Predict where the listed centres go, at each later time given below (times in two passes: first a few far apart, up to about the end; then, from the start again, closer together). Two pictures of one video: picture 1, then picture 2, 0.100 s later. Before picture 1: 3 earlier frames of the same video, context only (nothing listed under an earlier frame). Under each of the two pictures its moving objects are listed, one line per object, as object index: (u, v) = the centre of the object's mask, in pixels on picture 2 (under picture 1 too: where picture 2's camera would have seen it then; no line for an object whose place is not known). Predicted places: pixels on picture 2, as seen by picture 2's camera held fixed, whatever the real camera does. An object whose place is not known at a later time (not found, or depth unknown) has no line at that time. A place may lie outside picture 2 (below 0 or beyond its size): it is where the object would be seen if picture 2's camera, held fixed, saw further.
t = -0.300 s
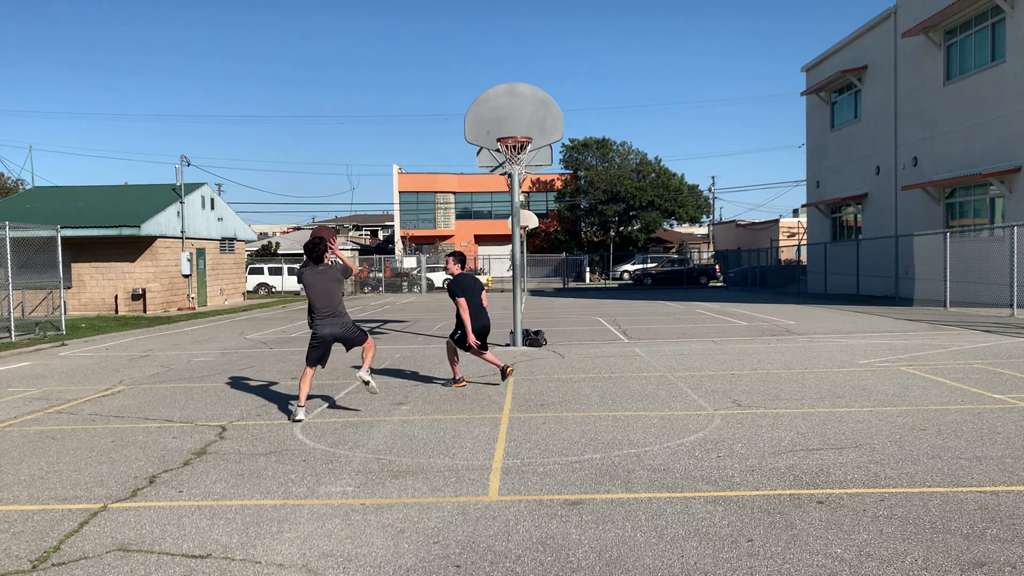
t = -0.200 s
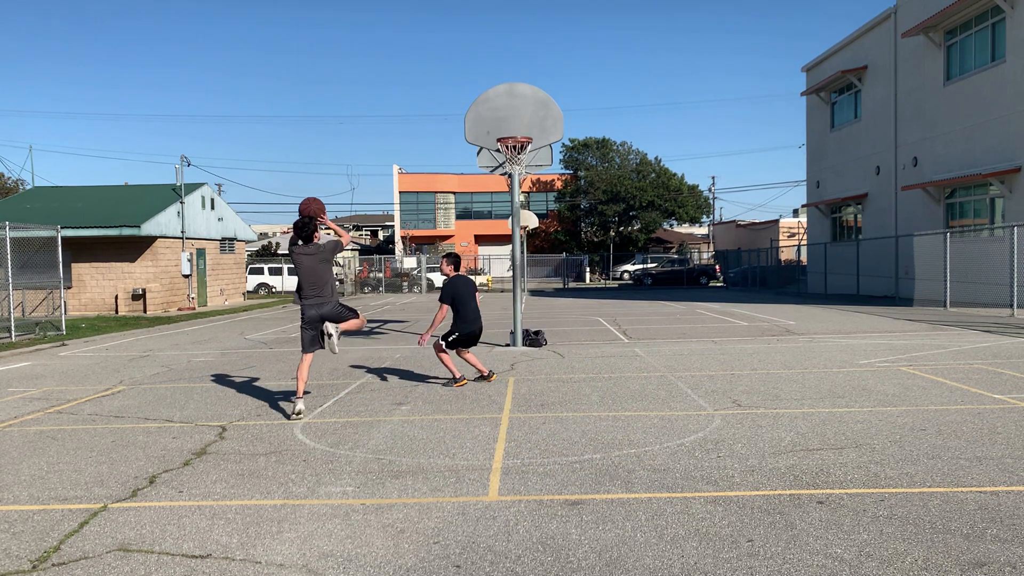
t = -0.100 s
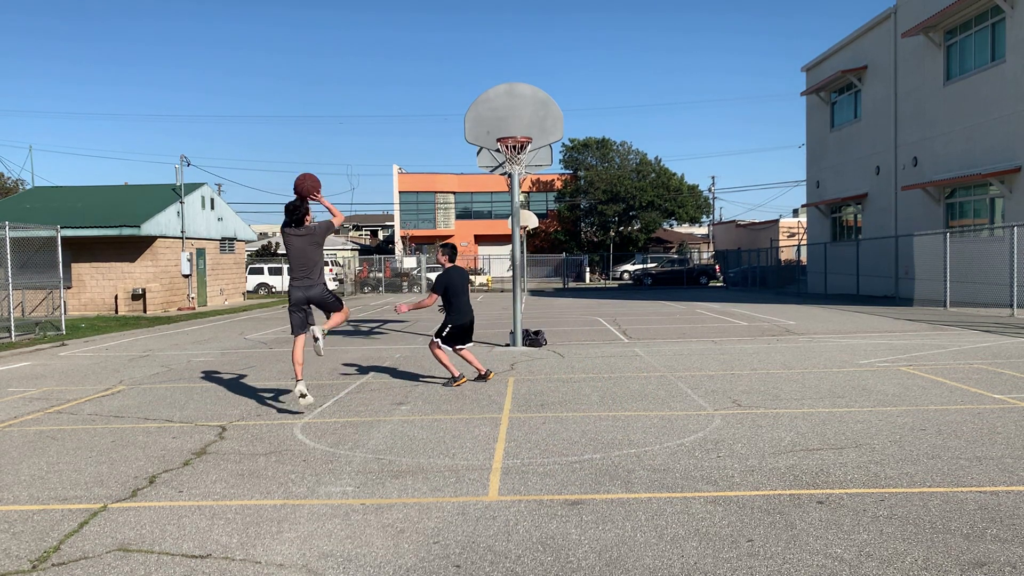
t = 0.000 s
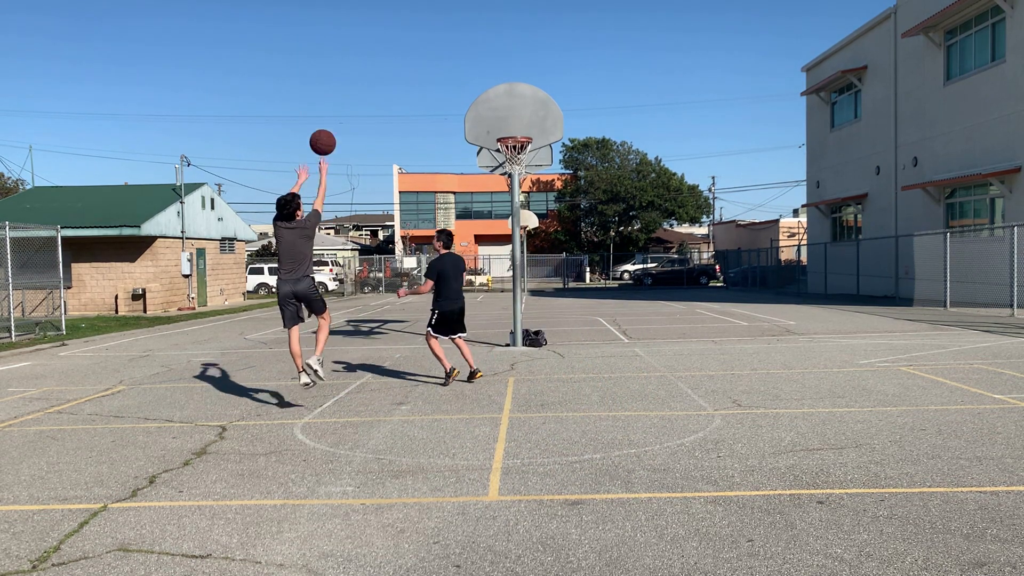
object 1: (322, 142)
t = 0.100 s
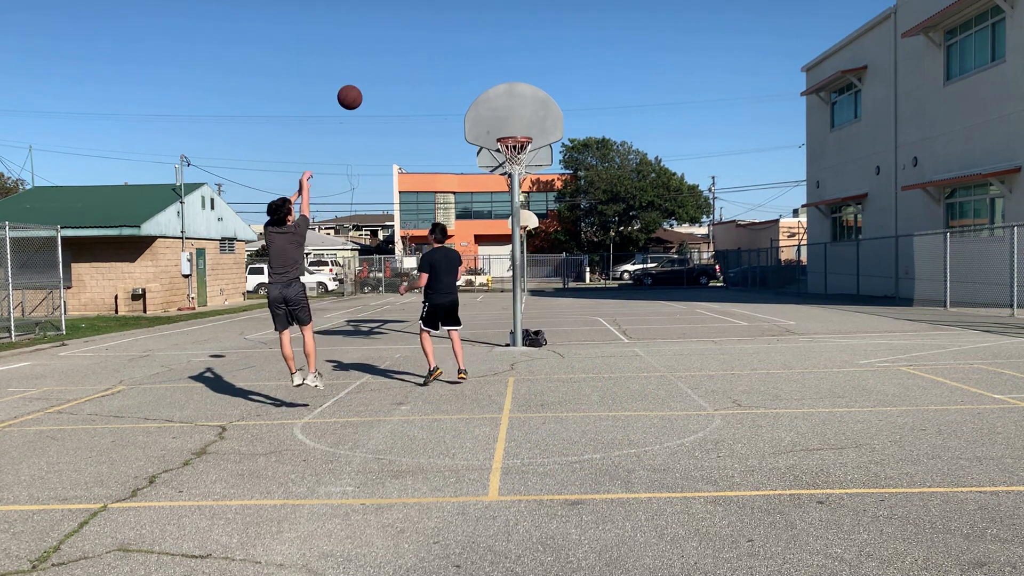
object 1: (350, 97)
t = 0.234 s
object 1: (383, 58)
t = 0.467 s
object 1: (434, 37)
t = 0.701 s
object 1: (477, 62)
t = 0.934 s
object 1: (513, 124)
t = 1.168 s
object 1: (504, 198)
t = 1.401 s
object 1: (484, 298)
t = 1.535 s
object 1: (472, 350)
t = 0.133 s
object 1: (358, 85)
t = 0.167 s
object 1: (367, 75)
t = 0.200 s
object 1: (375, 66)
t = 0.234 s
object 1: (383, 58)
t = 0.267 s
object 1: (391, 51)
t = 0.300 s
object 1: (398, 46)
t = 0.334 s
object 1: (406, 42)
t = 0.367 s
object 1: (413, 39)
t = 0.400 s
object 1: (420, 38)
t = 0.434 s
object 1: (427, 37)
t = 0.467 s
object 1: (434, 37)
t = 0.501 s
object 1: (440, 38)
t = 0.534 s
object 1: (447, 40)
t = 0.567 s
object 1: (453, 43)
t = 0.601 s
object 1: (459, 46)
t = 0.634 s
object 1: (465, 51)
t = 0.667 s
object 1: (471, 56)
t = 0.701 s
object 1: (477, 62)
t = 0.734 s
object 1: (482, 69)
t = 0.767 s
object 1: (488, 77)
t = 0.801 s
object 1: (493, 85)
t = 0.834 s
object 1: (498, 94)
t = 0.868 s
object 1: (504, 103)
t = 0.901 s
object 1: (508, 114)
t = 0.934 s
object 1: (513, 124)
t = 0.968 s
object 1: (518, 132)
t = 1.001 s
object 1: (515, 143)
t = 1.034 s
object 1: (518, 143)
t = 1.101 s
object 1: (511, 177)
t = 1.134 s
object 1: (508, 187)
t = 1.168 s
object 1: (504, 198)
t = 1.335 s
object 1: (490, 266)
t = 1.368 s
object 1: (487, 282)
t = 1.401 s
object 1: (484, 298)
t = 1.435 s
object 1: (481, 316)
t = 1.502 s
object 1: (475, 352)
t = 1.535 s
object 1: (472, 350)
